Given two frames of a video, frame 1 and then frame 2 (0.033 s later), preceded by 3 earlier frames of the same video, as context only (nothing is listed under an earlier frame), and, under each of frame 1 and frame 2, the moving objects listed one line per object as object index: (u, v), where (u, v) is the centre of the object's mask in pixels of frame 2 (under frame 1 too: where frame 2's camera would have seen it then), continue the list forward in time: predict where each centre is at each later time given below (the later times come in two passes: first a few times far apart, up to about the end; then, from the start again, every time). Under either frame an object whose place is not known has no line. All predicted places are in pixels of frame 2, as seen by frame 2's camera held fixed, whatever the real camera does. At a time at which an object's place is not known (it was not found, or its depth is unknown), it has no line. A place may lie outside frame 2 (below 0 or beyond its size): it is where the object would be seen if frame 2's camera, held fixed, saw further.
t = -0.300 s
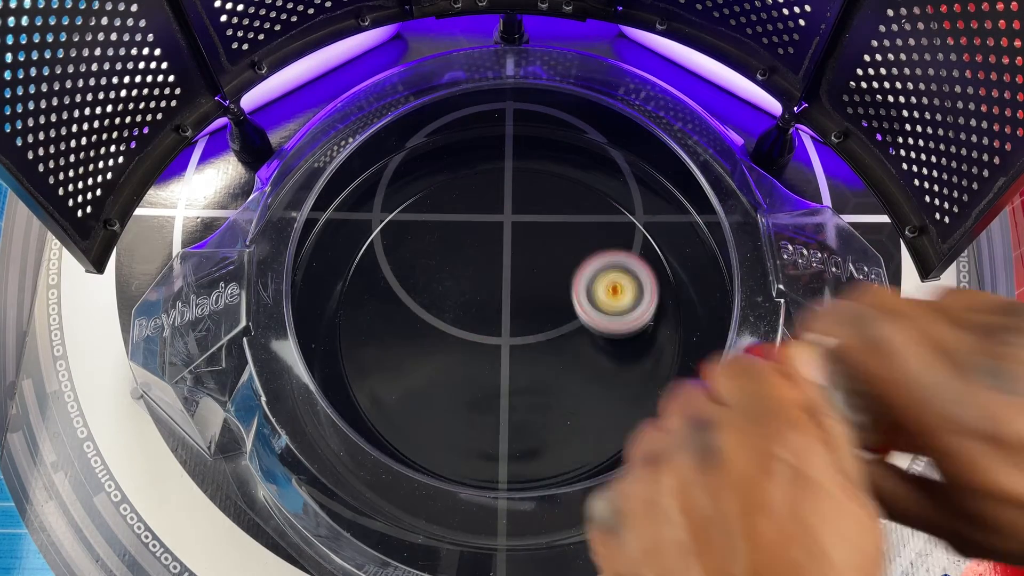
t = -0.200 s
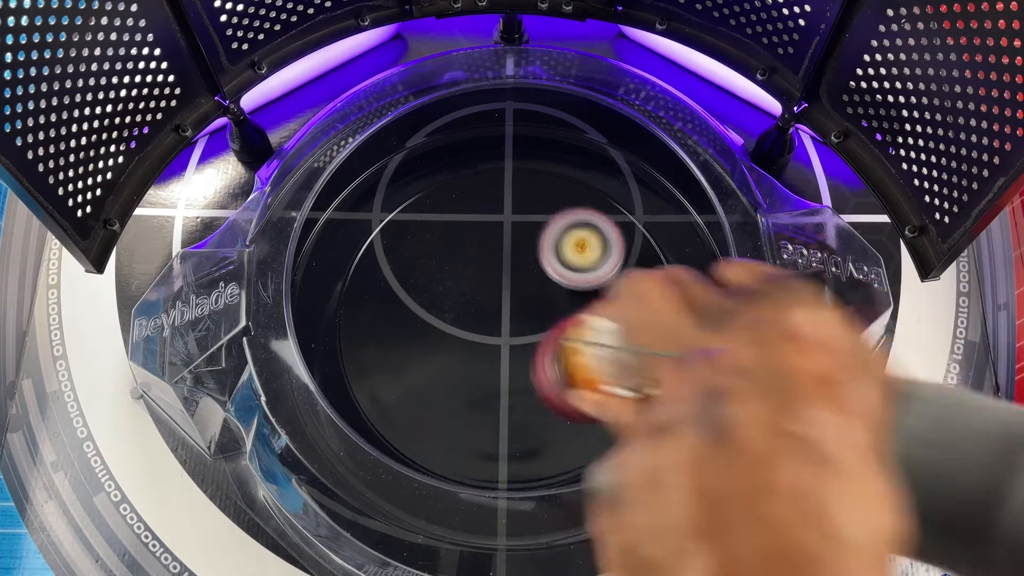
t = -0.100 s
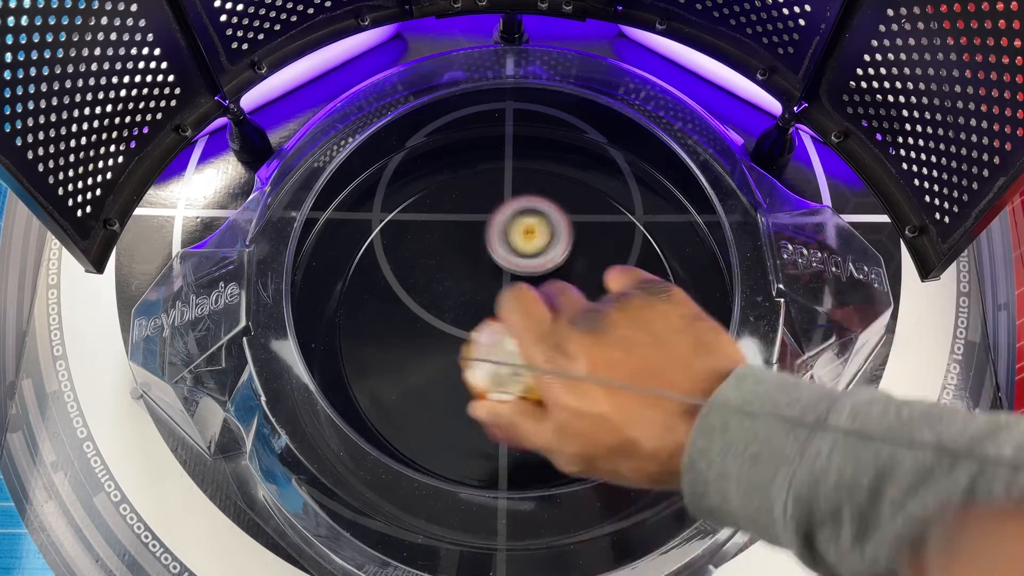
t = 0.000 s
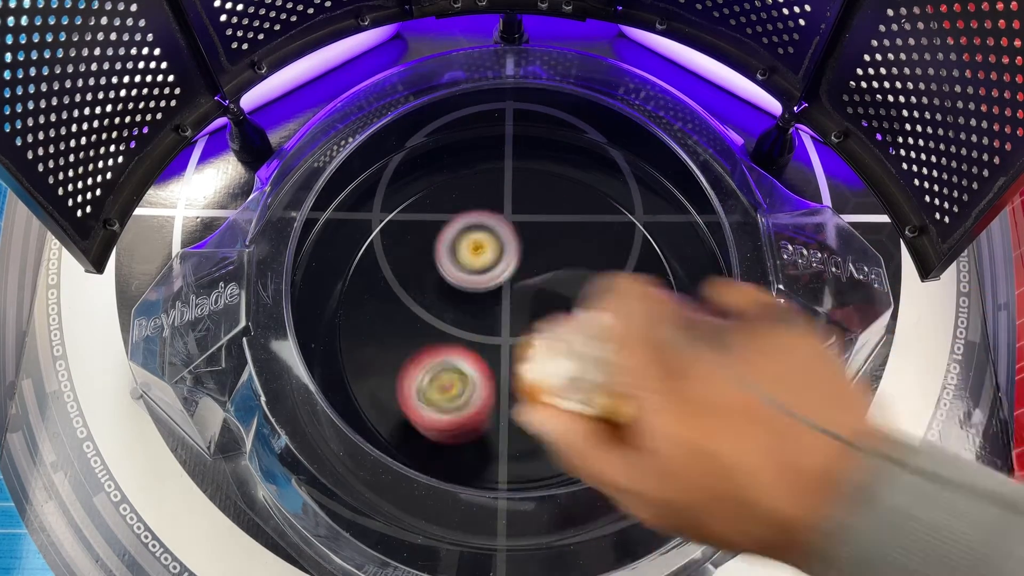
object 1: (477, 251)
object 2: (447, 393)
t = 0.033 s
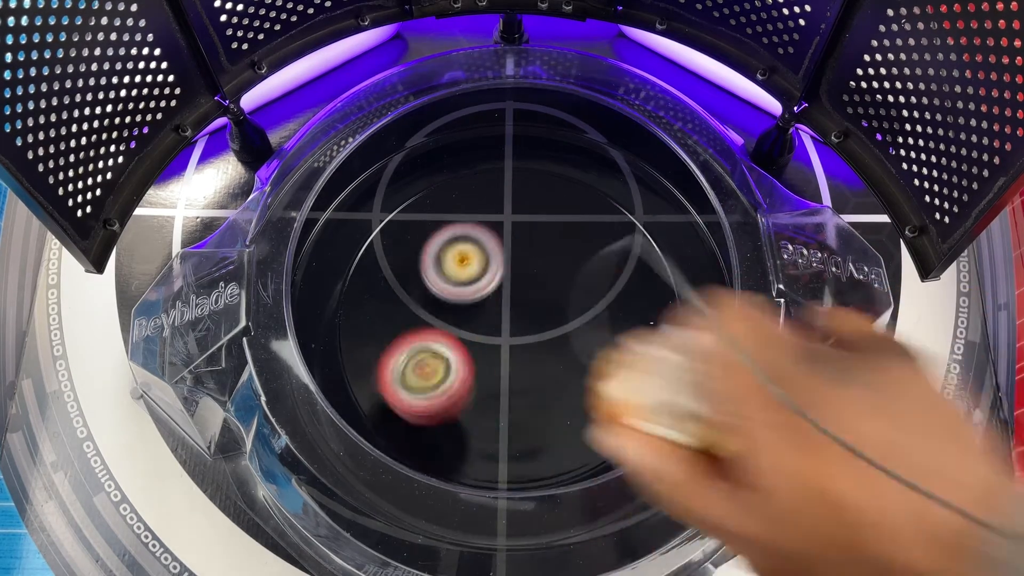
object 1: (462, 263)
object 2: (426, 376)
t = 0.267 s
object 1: (727, 204)
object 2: (282, 292)
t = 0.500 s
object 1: (666, 367)
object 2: (382, 168)
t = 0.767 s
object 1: (445, 414)
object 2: (493, 136)
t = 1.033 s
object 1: (380, 284)
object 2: (538, 250)
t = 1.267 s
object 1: (515, 255)
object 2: (483, 422)
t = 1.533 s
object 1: (583, 340)
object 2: (496, 424)
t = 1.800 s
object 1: (570, 298)
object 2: (443, 304)
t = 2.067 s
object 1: (577, 373)
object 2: (373, 177)
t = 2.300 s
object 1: (558, 402)
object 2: (334, 188)
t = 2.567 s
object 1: (463, 299)
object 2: (362, 311)
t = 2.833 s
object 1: (466, 277)
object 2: (548, 406)
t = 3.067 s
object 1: (521, 367)
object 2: (620, 296)
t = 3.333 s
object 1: (514, 386)
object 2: (457, 203)
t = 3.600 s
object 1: (476, 291)
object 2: (344, 321)
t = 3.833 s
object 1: (481, 268)
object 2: (488, 439)
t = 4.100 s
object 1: (505, 339)
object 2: (665, 312)
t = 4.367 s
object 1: (504, 325)
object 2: (533, 156)
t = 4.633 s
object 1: (484, 275)
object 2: (347, 279)
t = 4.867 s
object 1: (487, 290)
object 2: (443, 457)
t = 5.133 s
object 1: (530, 322)
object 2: (672, 356)
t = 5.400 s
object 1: (540, 294)
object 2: (556, 164)
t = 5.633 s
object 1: (513, 294)
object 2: (370, 228)
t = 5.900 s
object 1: (503, 330)
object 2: (405, 436)
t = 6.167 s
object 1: (530, 343)
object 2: (644, 405)
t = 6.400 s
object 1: (516, 316)
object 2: (642, 219)
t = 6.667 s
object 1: (486, 311)
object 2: (432, 175)
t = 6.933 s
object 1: (486, 325)
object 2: (350, 356)
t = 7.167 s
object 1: (514, 316)
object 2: (506, 458)
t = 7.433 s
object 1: (512, 293)
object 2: (653, 318)
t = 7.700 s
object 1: (505, 308)
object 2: (525, 182)
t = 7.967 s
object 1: (520, 326)
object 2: (373, 273)
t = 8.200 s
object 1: (530, 320)
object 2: (442, 419)
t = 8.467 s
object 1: (503, 313)
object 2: (620, 361)
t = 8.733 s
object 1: (491, 330)
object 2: (554, 206)
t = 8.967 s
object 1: (502, 323)
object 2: (411, 241)
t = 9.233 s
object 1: (511, 303)
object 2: (432, 403)
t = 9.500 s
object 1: (499, 297)
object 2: (601, 376)
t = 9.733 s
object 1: (509, 318)
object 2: (572, 240)
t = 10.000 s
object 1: (529, 313)
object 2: (428, 257)
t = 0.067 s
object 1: (451, 276)
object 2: (407, 365)
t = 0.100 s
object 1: (450, 290)
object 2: (384, 358)
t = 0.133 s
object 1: (511, 269)
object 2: (313, 368)
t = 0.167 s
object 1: (574, 250)
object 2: (258, 378)
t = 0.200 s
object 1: (633, 226)
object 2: (264, 346)
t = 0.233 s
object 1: (692, 207)
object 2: (271, 316)
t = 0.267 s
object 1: (727, 204)
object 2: (282, 292)
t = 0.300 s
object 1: (726, 227)
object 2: (296, 276)
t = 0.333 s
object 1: (723, 252)
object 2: (307, 252)
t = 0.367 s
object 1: (715, 276)
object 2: (322, 231)
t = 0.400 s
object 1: (704, 300)
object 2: (338, 215)
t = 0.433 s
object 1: (692, 322)
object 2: (352, 195)
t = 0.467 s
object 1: (680, 345)
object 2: (368, 181)
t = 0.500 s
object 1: (666, 367)
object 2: (382, 168)
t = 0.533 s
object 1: (646, 386)
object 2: (397, 155)
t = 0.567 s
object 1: (621, 403)
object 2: (410, 144)
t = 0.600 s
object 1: (593, 416)
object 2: (424, 138)
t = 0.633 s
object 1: (564, 424)
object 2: (439, 134)
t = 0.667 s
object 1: (533, 429)
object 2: (454, 133)
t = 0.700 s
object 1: (502, 428)
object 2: (467, 132)
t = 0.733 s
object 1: (472, 423)
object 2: (481, 133)
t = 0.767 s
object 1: (445, 414)
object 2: (493, 136)
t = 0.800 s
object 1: (420, 401)
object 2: (504, 139)
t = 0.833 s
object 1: (399, 386)
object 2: (515, 144)
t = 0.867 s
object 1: (384, 369)
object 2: (523, 152)
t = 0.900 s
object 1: (373, 351)
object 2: (531, 163)
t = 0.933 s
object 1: (368, 333)
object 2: (536, 179)
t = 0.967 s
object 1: (367, 315)
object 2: (539, 200)
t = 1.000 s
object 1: (371, 299)
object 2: (539, 223)
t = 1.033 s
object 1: (380, 284)
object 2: (538, 250)
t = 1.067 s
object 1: (393, 272)
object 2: (534, 279)
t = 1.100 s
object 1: (409, 261)
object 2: (527, 307)
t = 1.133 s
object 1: (427, 254)
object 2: (517, 338)
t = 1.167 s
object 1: (448, 249)
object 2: (507, 363)
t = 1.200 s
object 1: (470, 248)
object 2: (497, 387)
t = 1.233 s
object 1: (493, 250)
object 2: (489, 407)
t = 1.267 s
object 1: (515, 255)
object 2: (483, 422)
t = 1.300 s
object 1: (536, 263)
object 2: (479, 436)
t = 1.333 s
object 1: (554, 272)
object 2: (476, 443)
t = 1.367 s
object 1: (569, 284)
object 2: (476, 447)
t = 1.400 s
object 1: (580, 296)
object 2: (477, 448)
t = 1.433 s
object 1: (586, 309)
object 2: (479, 447)
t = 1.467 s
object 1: (589, 321)
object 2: (484, 444)
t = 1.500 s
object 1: (588, 332)
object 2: (489, 437)
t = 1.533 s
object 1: (583, 340)
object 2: (496, 424)
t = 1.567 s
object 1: (575, 348)
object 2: (503, 409)
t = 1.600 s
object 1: (580, 343)
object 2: (495, 397)
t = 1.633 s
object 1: (588, 335)
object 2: (481, 386)
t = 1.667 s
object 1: (592, 325)
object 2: (469, 372)
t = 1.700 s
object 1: (591, 318)
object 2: (459, 357)
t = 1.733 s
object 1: (587, 309)
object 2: (452, 339)
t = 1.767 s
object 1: (580, 303)
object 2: (446, 321)
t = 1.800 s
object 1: (570, 298)
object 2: (443, 304)
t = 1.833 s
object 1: (558, 294)
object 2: (443, 288)
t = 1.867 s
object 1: (543, 291)
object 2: (445, 274)
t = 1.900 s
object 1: (530, 291)
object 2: (448, 263)
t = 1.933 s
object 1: (540, 309)
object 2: (431, 240)
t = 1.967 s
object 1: (553, 327)
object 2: (413, 218)
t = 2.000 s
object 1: (564, 344)
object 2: (397, 199)
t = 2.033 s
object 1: (572, 360)
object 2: (383, 185)
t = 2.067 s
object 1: (577, 373)
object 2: (373, 177)
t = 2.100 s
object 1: (581, 384)
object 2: (359, 168)
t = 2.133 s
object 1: (583, 393)
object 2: (354, 166)
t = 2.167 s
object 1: (582, 400)
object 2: (349, 167)
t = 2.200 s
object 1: (578, 404)
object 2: (345, 169)
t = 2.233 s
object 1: (574, 405)
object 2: (341, 173)
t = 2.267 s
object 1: (567, 405)
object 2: (336, 179)
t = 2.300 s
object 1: (558, 402)
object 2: (334, 188)
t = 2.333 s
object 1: (548, 395)
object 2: (333, 201)
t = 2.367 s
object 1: (537, 387)
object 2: (334, 213)
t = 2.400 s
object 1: (524, 377)
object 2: (336, 227)
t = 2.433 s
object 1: (510, 364)
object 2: (340, 242)
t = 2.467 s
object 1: (498, 348)
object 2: (341, 257)
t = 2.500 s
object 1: (484, 332)
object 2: (345, 273)
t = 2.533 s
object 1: (473, 317)
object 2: (351, 292)
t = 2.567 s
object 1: (463, 299)
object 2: (362, 311)
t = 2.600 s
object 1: (456, 286)
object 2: (376, 331)
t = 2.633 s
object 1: (450, 275)
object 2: (394, 351)
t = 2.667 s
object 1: (447, 267)
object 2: (416, 369)
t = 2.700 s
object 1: (447, 262)
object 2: (441, 386)
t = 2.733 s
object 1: (449, 261)
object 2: (466, 397)
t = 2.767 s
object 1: (453, 263)
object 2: (495, 405)
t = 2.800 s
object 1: (458, 268)
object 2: (522, 408)
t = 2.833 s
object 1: (466, 277)
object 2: (548, 406)
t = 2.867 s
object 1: (475, 287)
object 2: (572, 400)
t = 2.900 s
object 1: (485, 300)
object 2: (591, 389)
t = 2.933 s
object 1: (494, 314)
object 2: (607, 375)
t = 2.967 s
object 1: (503, 328)
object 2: (618, 359)
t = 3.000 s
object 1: (510, 342)
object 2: (624, 338)
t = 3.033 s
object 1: (516, 355)
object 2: (625, 319)
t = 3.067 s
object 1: (521, 367)
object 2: (620, 296)
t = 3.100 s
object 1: (524, 377)
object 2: (611, 278)
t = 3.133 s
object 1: (526, 385)
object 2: (598, 258)
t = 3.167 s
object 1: (526, 391)
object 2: (580, 242)
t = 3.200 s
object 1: (526, 394)
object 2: (559, 227)
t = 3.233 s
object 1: (524, 396)
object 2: (536, 215)
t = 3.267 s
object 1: (522, 394)
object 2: (511, 208)
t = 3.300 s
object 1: (519, 391)
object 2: (483, 203)
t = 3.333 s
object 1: (514, 386)
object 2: (457, 203)
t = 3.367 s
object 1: (509, 379)
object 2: (432, 206)
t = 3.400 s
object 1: (504, 370)
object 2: (409, 215)
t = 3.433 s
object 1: (498, 358)
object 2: (389, 225)
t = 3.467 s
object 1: (492, 345)
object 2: (370, 239)
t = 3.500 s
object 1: (488, 331)
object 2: (356, 257)
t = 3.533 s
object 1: (484, 317)
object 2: (346, 275)
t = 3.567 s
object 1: (479, 304)
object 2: (342, 297)
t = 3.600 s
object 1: (476, 291)
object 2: (344, 321)
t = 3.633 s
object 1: (473, 280)
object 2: (352, 343)
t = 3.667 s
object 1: (472, 271)
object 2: (364, 367)
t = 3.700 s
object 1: (472, 264)
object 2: (381, 388)
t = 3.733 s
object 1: (473, 261)
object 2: (402, 406)
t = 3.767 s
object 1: (475, 260)
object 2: (429, 423)
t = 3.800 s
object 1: (478, 263)
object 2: (457, 433)
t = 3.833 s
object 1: (481, 268)
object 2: (488, 439)
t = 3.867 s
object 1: (485, 277)
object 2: (520, 441)
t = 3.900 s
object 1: (489, 286)
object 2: (552, 436)
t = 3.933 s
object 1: (493, 296)
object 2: (581, 425)
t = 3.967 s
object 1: (497, 306)
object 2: (607, 408)
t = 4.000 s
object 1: (501, 316)
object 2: (630, 389)
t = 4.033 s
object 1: (503, 325)
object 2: (646, 366)
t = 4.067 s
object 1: (505, 333)
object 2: (658, 338)
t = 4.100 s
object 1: (505, 339)
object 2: (665, 312)
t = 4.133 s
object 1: (505, 343)
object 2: (666, 286)
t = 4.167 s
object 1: (505, 345)
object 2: (661, 257)
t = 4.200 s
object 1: (504, 346)
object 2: (651, 232)
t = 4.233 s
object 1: (505, 344)
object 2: (635, 210)
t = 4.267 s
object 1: (505, 341)
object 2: (614, 188)
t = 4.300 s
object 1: (505, 337)
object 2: (590, 171)
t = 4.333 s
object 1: (505, 332)
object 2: (563, 162)
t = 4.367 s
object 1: (504, 325)
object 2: (533, 156)
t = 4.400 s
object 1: (503, 318)
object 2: (502, 158)
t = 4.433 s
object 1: (502, 311)
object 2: (471, 164)
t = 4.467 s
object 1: (499, 304)
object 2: (443, 172)
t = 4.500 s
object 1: (496, 296)
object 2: (415, 185)
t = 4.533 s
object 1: (493, 289)
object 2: (391, 203)
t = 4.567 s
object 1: (490, 283)
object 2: (371, 225)
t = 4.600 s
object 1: (487, 278)
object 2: (356, 251)
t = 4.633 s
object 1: (484, 275)
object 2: (347, 279)
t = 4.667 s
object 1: (482, 272)
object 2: (343, 310)
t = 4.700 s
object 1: (480, 272)
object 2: (344, 339)
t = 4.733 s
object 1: (480, 273)
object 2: (354, 367)
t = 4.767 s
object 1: (480, 276)
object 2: (367, 395)
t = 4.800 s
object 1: (482, 280)
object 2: (387, 420)
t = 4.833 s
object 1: (484, 285)
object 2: (412, 440)
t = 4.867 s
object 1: (487, 290)
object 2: (443, 457)
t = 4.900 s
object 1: (491, 296)
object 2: (478, 467)
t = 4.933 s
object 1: (496, 302)
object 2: (512, 469)
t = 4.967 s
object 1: (502, 307)
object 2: (548, 465)
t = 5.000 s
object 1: (508, 312)
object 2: (583, 455)
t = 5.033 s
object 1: (514, 316)
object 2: (614, 437)
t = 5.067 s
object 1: (520, 319)
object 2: (638, 414)
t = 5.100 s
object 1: (525, 321)
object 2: (657, 386)
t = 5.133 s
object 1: (530, 322)
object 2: (672, 356)
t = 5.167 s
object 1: (535, 321)
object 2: (679, 327)
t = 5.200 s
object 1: (538, 319)
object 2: (678, 295)
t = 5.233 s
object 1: (541, 316)
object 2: (670, 263)
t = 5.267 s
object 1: (543, 312)
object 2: (655, 235)
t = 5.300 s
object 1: (544, 308)
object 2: (637, 211)
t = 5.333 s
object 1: (543, 303)
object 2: (613, 190)
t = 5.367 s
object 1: (542, 298)
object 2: (585, 173)
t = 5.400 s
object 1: (540, 294)
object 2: (556, 164)
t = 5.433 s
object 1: (537, 290)
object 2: (525, 158)
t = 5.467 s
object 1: (533, 287)
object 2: (495, 159)
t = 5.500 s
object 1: (530, 285)
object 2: (466, 164)
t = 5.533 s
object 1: (525, 286)
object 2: (437, 173)
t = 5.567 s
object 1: (521, 288)
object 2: (412, 188)
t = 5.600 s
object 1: (517, 291)
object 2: (389, 206)
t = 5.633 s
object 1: (513, 294)
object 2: (370, 228)
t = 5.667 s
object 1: (510, 298)
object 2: (356, 252)
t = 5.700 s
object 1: (506, 303)
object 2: (345, 278)
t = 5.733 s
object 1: (503, 307)
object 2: (341, 306)
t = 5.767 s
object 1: (501, 312)
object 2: (343, 335)
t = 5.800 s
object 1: (500, 316)
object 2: (353, 365)
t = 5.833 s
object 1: (500, 321)
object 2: (364, 390)
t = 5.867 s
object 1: (501, 325)
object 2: (382, 415)
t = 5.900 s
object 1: (503, 330)
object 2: (405, 436)
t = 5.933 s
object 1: (505, 334)
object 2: (433, 453)
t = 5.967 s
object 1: (509, 337)
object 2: (463, 464)
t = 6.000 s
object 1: (513, 340)
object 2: (496, 469)
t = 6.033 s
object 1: (517, 343)
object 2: (531, 467)
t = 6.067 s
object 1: (522, 344)
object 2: (564, 459)
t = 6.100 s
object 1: (525, 345)
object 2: (595, 446)
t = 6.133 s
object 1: (528, 344)
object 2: (621, 428)
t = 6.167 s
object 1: (530, 343)
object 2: (644, 405)
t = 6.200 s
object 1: (531, 340)
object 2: (660, 380)
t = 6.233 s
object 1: (530, 337)
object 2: (672, 352)
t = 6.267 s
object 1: (528, 333)
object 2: (677, 324)
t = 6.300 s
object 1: (525, 329)
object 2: (676, 295)
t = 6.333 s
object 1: (523, 325)
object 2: (669, 267)
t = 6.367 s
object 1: (519, 321)
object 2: (658, 243)
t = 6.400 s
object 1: (516, 316)
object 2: (642, 219)
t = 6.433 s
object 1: (513, 313)
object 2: (621, 197)
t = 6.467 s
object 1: (509, 310)
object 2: (597, 180)
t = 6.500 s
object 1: (505, 308)
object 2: (571, 168)
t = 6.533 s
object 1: (502, 307)
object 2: (543, 161)
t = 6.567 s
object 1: (497, 307)
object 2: (515, 157)
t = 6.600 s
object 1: (493, 308)
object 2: (486, 159)
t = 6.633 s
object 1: (489, 309)
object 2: (459, 166)
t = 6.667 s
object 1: (486, 311)
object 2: (432, 175)
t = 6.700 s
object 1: (483, 314)
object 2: (408, 190)
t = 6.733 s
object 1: (480, 317)
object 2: (387, 208)
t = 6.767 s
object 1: (479, 319)
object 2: (369, 229)
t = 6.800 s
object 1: (478, 322)
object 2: (355, 252)
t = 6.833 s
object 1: (478, 324)
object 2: (346, 276)
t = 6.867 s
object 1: (480, 325)
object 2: (342, 303)
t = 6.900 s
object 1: (482, 325)
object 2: (343, 330)
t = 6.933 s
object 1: (486, 325)
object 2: (350, 356)
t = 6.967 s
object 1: (490, 325)
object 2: (361, 379)
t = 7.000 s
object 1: (495, 324)
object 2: (376, 401)
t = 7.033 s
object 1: (499, 322)
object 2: (395, 422)
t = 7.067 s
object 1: (504, 321)
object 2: (419, 439)
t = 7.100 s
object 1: (508, 320)
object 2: (446, 450)
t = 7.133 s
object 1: (512, 318)
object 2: (476, 456)
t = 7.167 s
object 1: (514, 316)
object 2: (506, 458)
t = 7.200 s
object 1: (516, 313)
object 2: (536, 451)
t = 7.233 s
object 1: (517, 310)
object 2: (564, 443)
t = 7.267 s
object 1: (517, 307)
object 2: (589, 430)
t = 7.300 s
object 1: (517, 304)
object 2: (611, 413)
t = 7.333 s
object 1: (516, 301)
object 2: (630, 392)
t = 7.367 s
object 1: (515, 298)
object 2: (643, 368)
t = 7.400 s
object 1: (514, 295)
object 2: (651, 343)
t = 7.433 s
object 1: (512, 293)
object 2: (653, 318)
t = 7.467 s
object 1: (510, 292)
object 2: (651, 293)
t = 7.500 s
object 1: (509, 291)
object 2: (643, 269)
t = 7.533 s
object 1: (508, 292)
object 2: (631, 246)
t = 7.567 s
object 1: (507, 295)
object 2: (615, 227)
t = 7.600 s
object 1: (506, 298)
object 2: (596, 211)
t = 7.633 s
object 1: (506, 301)
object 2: (574, 197)
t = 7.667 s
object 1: (505, 304)
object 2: (550, 188)
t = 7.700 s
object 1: (505, 308)
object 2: (525, 182)
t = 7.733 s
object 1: (504, 312)
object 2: (500, 180)
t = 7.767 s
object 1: (505, 316)
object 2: (476, 183)
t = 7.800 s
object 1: (505, 319)
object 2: (452, 191)
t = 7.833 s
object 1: (507, 322)
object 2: (430, 201)
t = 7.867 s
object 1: (509, 324)
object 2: (411, 216)
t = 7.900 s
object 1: (512, 326)
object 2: (395, 232)
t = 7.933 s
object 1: (516, 326)
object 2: (382, 252)
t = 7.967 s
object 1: (520, 326)
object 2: (373, 273)
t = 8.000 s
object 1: (523, 326)
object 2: (368, 296)
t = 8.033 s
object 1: (527, 325)
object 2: (369, 320)
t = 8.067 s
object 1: (530, 324)
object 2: (374, 344)
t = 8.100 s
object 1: (531, 323)
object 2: (384, 367)
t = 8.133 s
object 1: (532, 322)
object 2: (399, 387)
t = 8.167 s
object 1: (531, 321)
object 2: (419, 405)
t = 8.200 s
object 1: (530, 320)
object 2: (442, 419)
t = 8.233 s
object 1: (527, 319)
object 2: (467, 428)
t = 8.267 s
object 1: (523, 317)
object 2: (494, 432)
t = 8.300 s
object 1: (519, 316)
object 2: (521, 432)
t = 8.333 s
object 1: (516, 315)
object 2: (547, 426)
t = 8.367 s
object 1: (512, 314)
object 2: (571, 416)
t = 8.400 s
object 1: (509, 313)
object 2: (591, 400)
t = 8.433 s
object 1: (506, 313)
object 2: (608, 382)
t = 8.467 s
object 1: (503, 313)
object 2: (620, 361)
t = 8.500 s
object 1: (501, 314)
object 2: (628, 338)
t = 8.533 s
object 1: (498, 315)
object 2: (630, 314)
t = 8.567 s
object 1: (496, 317)
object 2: (627, 291)
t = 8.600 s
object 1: (494, 319)
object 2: (620, 269)
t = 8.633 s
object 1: (492, 322)
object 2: (609, 249)
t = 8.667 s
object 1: (491, 325)
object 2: (593, 231)
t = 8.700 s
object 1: (491, 328)
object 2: (575, 217)
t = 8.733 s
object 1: (491, 330)
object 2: (554, 206)
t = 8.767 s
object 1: (492, 331)
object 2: (532, 199)
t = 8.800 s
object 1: (494, 331)
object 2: (509, 196)
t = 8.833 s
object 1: (495, 330)
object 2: (486, 197)
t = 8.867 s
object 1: (497, 329)
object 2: (464, 203)
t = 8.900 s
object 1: (498, 327)
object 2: (444, 212)
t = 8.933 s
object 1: (500, 325)
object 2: (426, 225)
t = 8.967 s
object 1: (502, 323)
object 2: (411, 241)
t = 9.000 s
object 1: (505, 321)
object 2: (399, 260)
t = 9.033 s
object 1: (508, 319)
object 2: (390, 280)
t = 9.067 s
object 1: (510, 316)
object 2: (386, 303)
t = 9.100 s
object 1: (512, 314)
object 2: (386, 325)
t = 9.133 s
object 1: (513, 312)
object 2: (390, 347)
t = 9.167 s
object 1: (513, 309)
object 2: (400, 367)
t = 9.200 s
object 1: (512, 306)
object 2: (414, 386)
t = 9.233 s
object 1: (511, 303)
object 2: (432, 403)
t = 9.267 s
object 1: (508, 300)
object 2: (452, 415)
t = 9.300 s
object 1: (506, 298)
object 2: (476, 423)
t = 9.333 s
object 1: (503, 297)
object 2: (500, 426)
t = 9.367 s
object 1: (501, 296)
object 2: (525, 425)
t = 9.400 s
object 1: (499, 296)
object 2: (548, 419)
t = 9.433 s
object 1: (499, 296)
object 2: (568, 409)
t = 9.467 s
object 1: (499, 296)
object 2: (587, 394)
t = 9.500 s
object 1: (499, 297)
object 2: (601, 376)
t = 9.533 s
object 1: (499, 299)
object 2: (611, 356)
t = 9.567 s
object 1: (500, 302)
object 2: (616, 334)
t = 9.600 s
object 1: (501, 306)
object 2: (615, 313)
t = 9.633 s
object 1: (502, 310)
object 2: (611, 291)
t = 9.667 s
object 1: (504, 314)
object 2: (602, 271)
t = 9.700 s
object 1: (506, 316)
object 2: (588, 254)
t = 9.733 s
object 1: (509, 318)
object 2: (572, 240)
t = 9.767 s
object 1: (511, 320)
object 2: (554, 229)
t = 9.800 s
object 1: (514, 320)
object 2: (534, 222)
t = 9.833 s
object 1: (516, 320)
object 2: (512, 219)
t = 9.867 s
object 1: (519, 320)
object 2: (490, 219)
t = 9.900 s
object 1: (523, 319)
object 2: (471, 223)
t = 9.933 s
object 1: (526, 317)
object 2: (454, 232)
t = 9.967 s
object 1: (528, 315)
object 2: (440, 243)
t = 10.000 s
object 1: (529, 313)
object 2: (428, 257)
